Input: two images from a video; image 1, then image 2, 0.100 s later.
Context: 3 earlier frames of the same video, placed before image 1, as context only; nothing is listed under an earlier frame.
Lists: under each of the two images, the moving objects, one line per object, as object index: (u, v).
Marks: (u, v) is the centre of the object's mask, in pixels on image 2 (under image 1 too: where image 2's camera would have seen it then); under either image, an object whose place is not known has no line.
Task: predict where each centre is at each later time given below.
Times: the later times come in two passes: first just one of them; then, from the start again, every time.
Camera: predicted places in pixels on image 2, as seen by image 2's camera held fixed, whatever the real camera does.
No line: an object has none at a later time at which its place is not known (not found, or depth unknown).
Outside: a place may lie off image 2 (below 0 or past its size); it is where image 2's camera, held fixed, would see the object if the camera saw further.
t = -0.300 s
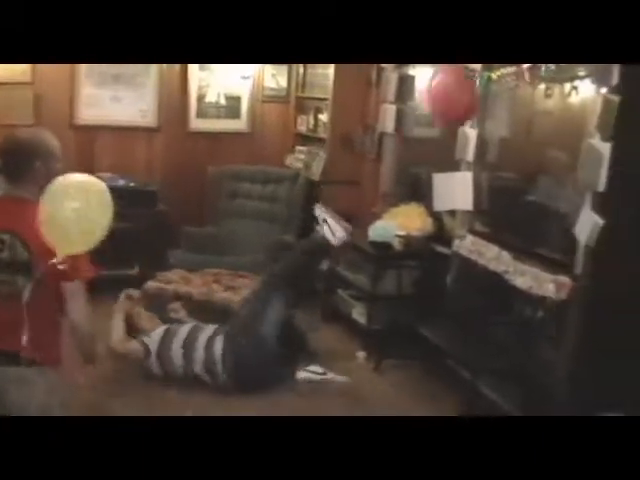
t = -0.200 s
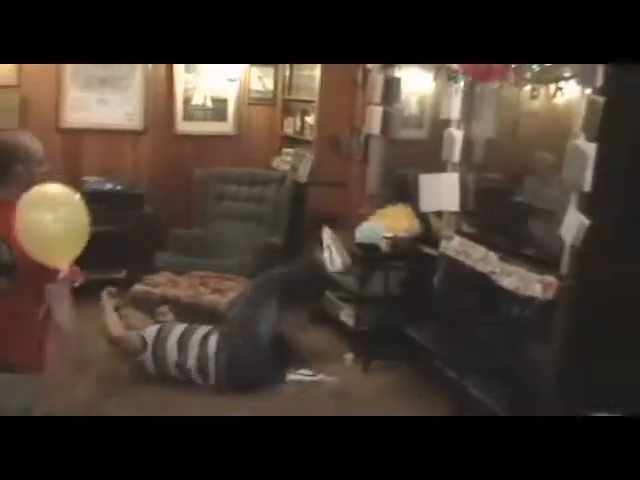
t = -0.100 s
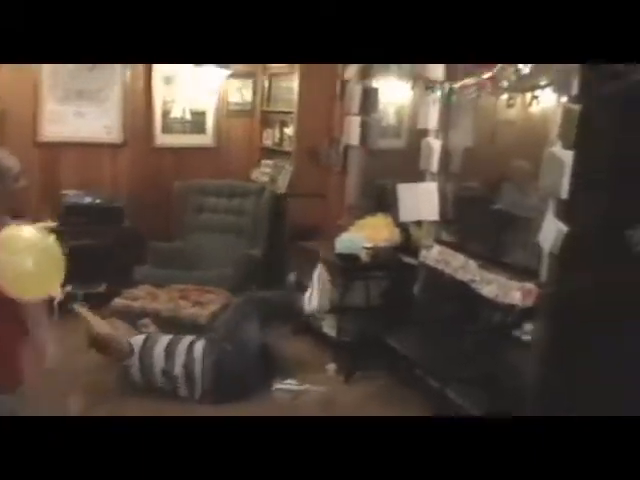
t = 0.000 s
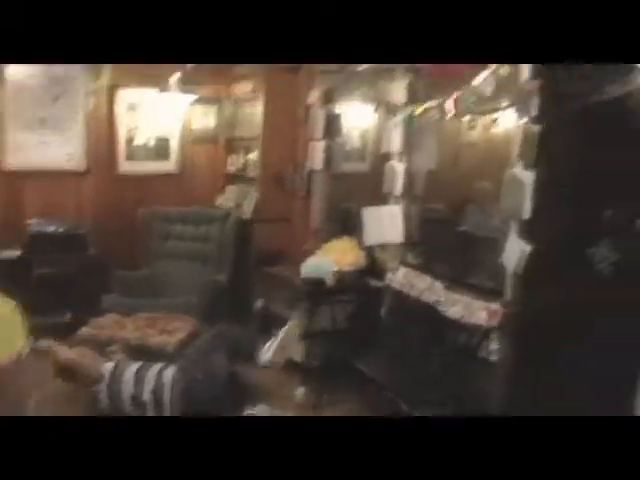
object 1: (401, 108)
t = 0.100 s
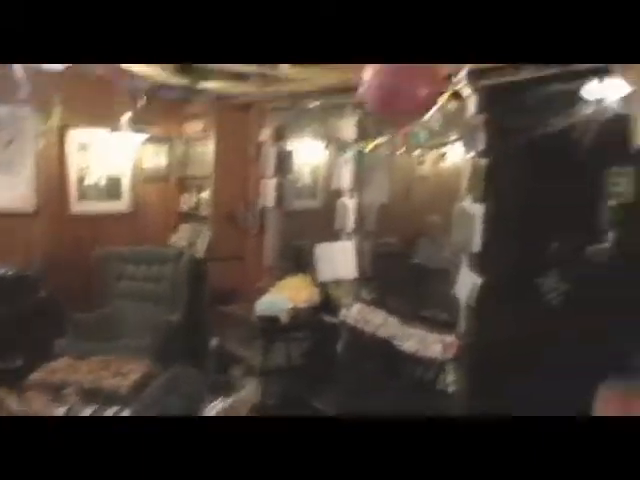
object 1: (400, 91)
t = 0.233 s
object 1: (395, 110)
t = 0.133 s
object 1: (397, 94)
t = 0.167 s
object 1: (397, 100)
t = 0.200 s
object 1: (397, 103)
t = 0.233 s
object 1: (395, 110)
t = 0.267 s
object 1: (395, 117)
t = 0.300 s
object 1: (394, 124)
